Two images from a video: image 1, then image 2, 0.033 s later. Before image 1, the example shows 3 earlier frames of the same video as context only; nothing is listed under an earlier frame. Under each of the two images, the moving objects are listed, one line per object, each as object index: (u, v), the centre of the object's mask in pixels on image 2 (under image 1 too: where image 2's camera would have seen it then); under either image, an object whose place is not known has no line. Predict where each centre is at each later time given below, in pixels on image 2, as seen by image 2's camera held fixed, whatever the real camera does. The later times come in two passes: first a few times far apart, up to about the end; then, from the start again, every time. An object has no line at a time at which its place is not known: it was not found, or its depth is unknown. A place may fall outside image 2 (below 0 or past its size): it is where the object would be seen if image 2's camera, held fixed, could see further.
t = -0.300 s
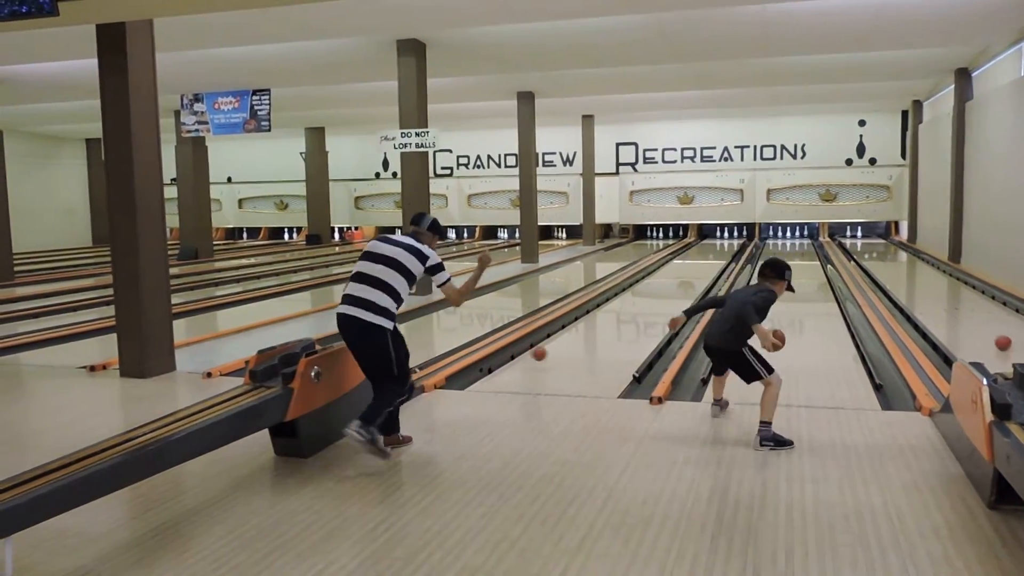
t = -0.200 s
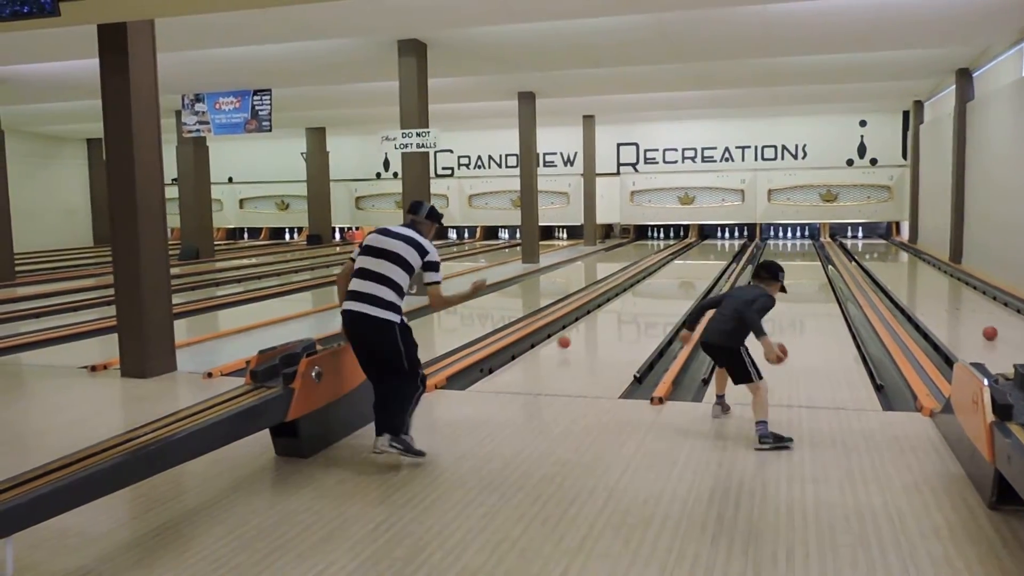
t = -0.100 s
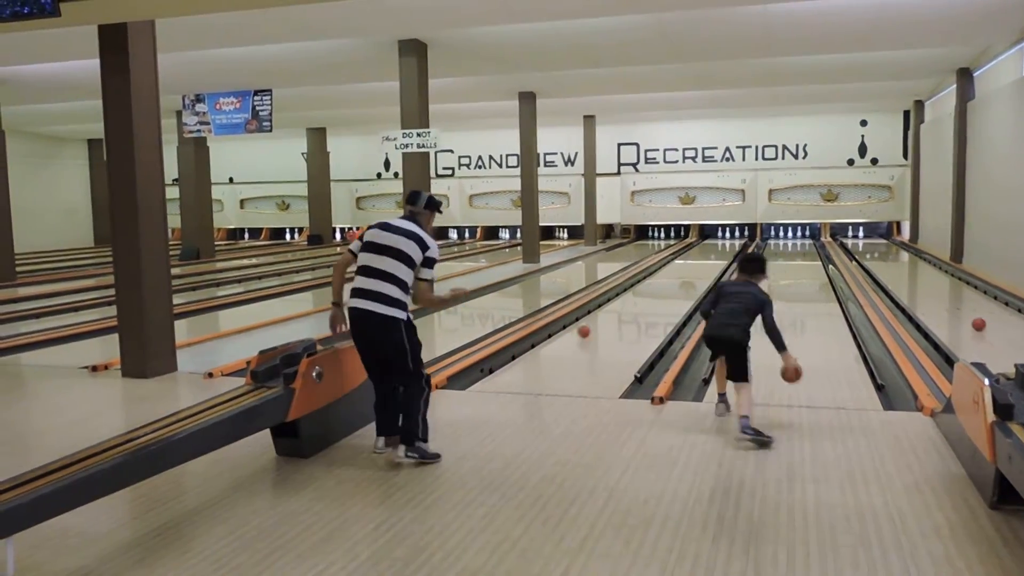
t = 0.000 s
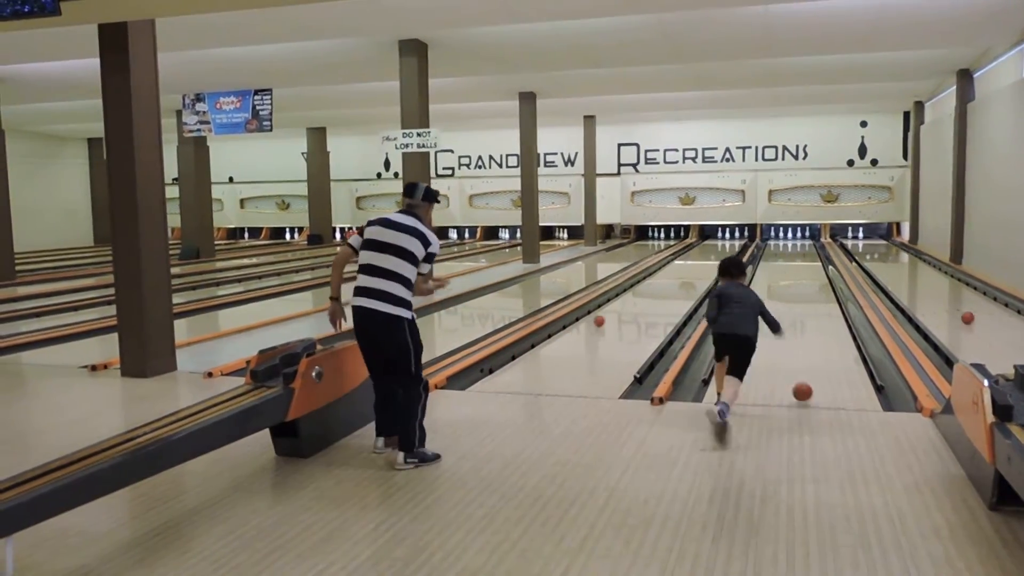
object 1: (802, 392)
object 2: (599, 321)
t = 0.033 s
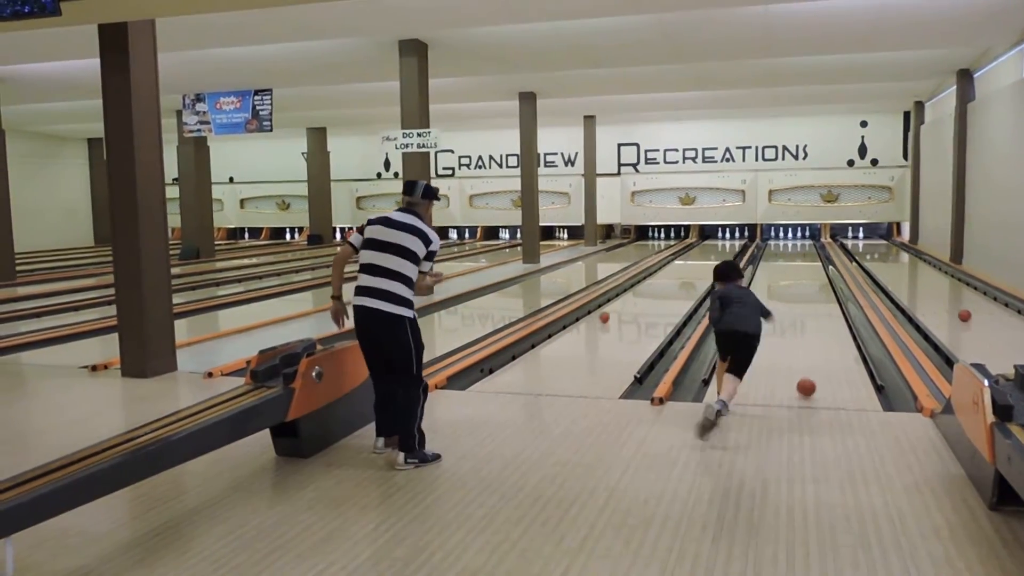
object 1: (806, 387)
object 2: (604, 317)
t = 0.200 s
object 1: (820, 366)
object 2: (624, 303)
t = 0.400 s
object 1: (831, 344)
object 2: (642, 290)
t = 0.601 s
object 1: (838, 328)
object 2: (656, 279)
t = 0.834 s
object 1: (840, 314)
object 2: (669, 269)
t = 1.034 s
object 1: (833, 303)
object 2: (678, 262)
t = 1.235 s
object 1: (827, 295)
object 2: (686, 258)
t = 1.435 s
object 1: (822, 288)
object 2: (693, 253)
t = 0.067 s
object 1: (809, 381)
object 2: (608, 315)
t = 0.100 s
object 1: (812, 376)
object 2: (612, 311)
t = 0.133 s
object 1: (815, 374)
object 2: (616, 309)
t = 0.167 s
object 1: (817, 370)
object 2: (620, 306)
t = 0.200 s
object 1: (820, 366)
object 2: (624, 303)
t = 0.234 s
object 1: (822, 362)
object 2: (627, 300)
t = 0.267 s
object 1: (824, 358)
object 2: (630, 298)
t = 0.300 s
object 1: (826, 354)
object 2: (633, 296)
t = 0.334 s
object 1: (828, 351)
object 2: (636, 294)
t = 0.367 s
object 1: (829, 347)
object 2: (639, 292)
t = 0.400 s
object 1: (831, 344)
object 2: (642, 290)
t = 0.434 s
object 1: (832, 341)
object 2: (645, 288)
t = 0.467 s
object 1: (833, 338)
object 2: (647, 286)
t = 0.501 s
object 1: (835, 335)
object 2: (650, 284)
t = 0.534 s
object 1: (836, 333)
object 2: (652, 282)
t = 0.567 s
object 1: (837, 330)
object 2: (654, 281)
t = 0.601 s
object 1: (838, 328)
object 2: (656, 279)
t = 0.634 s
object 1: (839, 326)
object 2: (658, 278)
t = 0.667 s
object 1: (840, 323)
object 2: (660, 276)
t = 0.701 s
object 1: (840, 321)
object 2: (662, 275)
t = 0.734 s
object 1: (841, 319)
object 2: (664, 273)
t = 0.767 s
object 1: (842, 317)
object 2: (666, 272)
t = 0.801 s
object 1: (842, 316)
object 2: (668, 271)
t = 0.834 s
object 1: (840, 314)
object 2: (669, 269)
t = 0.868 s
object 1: (838, 312)
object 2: (671, 268)
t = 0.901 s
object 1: (837, 310)
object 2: (672, 267)
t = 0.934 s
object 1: (836, 308)
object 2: (674, 266)
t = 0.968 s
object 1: (835, 307)
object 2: (675, 265)
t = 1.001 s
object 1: (834, 305)
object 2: (677, 264)
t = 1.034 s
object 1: (833, 303)
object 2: (678, 262)
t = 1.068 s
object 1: (832, 302)
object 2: (679, 262)
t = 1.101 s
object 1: (831, 301)
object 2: (681, 261)
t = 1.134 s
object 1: (830, 299)
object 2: (682, 260)
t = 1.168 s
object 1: (829, 298)
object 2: (683, 259)
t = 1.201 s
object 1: (828, 297)
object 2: (684, 259)
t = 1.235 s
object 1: (827, 295)
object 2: (686, 258)
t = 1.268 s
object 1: (826, 294)
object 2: (686, 258)
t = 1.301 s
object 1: (826, 293)
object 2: (688, 257)
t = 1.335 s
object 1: (825, 292)
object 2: (689, 256)
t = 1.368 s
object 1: (824, 291)
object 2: (690, 255)
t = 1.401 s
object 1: (823, 289)
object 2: (690, 254)
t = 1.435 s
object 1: (822, 288)
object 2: (693, 253)
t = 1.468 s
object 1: (822, 287)
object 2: (693, 252)
